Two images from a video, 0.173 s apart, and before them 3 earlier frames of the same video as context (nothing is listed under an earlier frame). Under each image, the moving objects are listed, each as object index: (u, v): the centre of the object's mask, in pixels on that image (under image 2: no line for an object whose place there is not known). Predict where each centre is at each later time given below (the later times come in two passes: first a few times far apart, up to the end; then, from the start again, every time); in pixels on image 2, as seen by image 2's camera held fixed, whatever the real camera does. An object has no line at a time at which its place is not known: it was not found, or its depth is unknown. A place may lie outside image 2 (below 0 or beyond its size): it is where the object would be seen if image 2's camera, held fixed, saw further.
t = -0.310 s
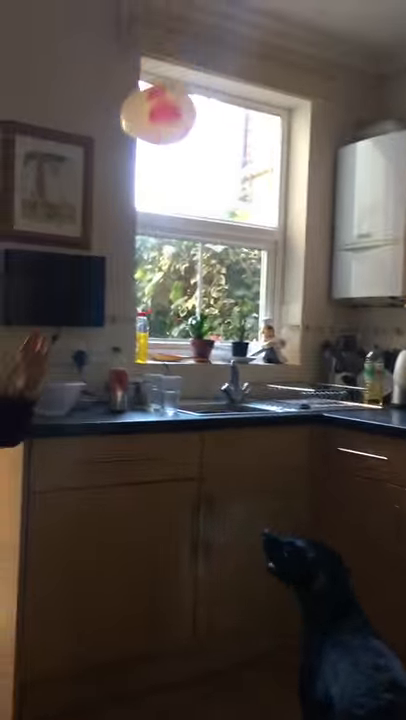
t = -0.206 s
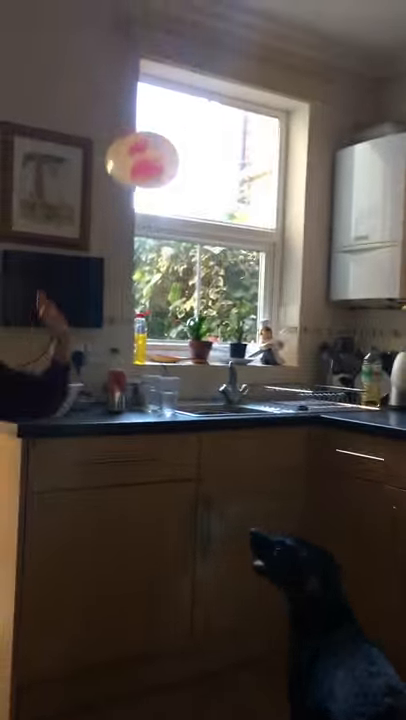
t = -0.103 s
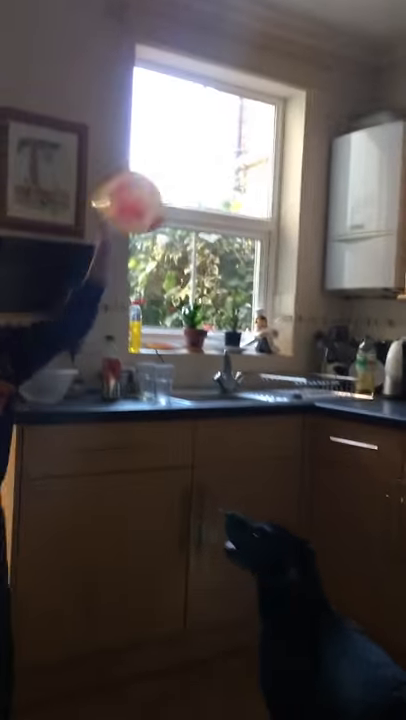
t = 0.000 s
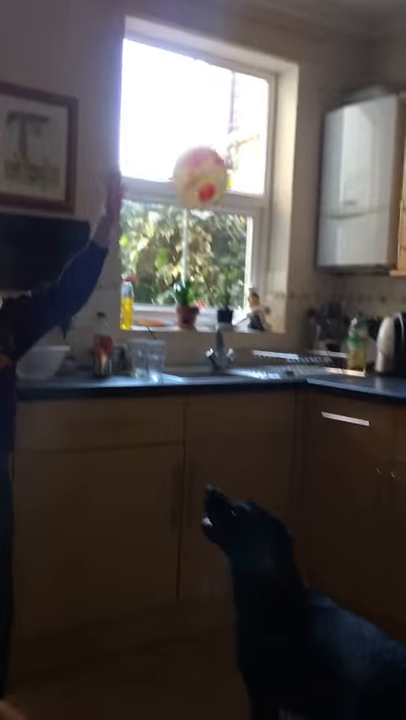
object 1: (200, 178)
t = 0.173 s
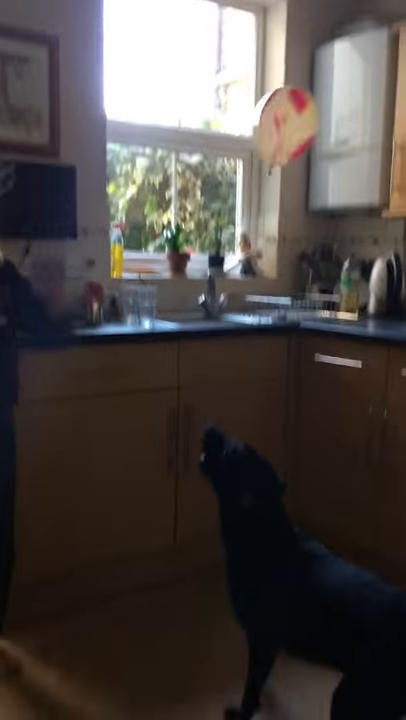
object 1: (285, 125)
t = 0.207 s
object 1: (302, 132)
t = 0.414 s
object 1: (372, 191)
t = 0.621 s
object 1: (418, 271)
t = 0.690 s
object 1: (428, 300)
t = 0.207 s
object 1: (302, 132)
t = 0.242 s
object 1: (314, 138)
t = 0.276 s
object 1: (327, 146)
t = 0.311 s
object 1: (340, 157)
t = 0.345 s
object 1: (352, 167)
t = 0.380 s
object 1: (362, 178)
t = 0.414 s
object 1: (372, 191)
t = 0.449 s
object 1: (381, 203)
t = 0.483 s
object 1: (389, 215)
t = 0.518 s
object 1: (398, 228)
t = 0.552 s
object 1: (406, 242)
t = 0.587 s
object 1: (412, 256)
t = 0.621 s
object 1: (418, 271)
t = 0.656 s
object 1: (423, 286)
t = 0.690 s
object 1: (428, 300)
